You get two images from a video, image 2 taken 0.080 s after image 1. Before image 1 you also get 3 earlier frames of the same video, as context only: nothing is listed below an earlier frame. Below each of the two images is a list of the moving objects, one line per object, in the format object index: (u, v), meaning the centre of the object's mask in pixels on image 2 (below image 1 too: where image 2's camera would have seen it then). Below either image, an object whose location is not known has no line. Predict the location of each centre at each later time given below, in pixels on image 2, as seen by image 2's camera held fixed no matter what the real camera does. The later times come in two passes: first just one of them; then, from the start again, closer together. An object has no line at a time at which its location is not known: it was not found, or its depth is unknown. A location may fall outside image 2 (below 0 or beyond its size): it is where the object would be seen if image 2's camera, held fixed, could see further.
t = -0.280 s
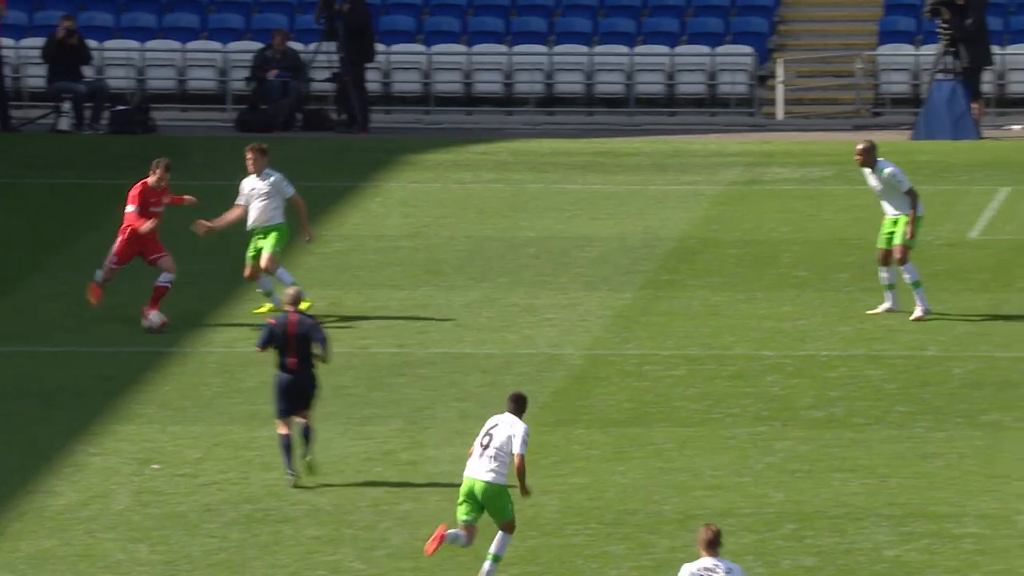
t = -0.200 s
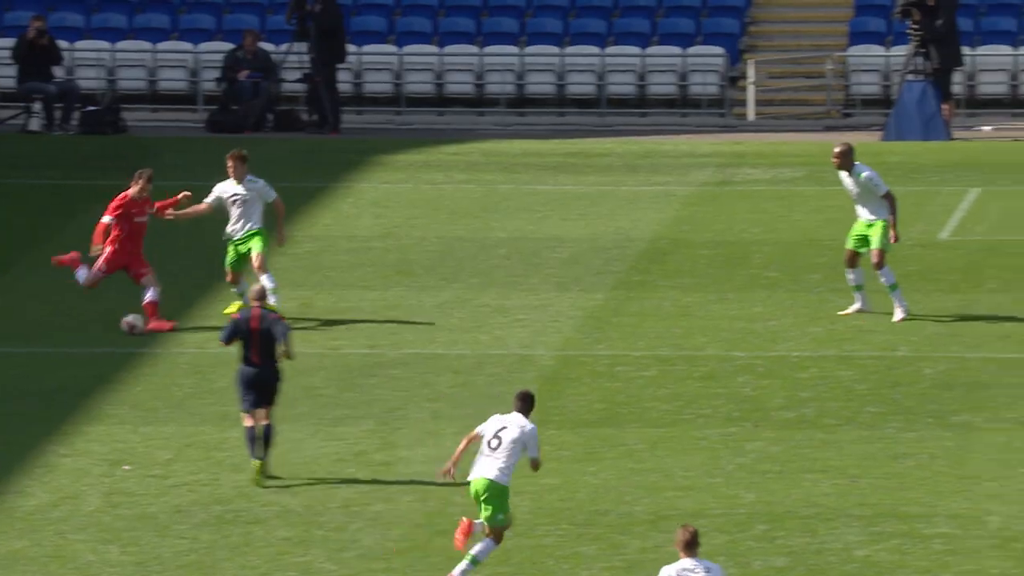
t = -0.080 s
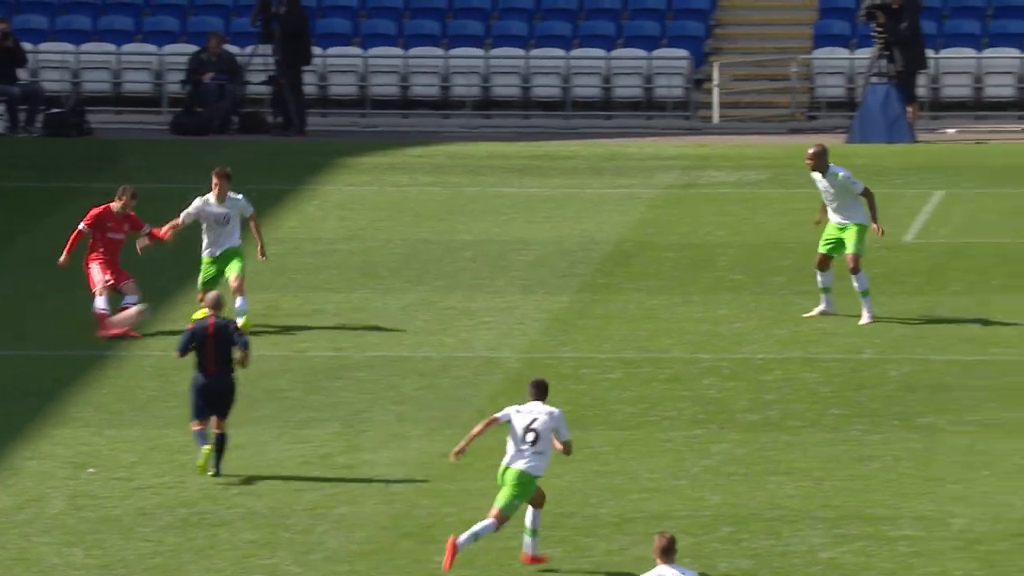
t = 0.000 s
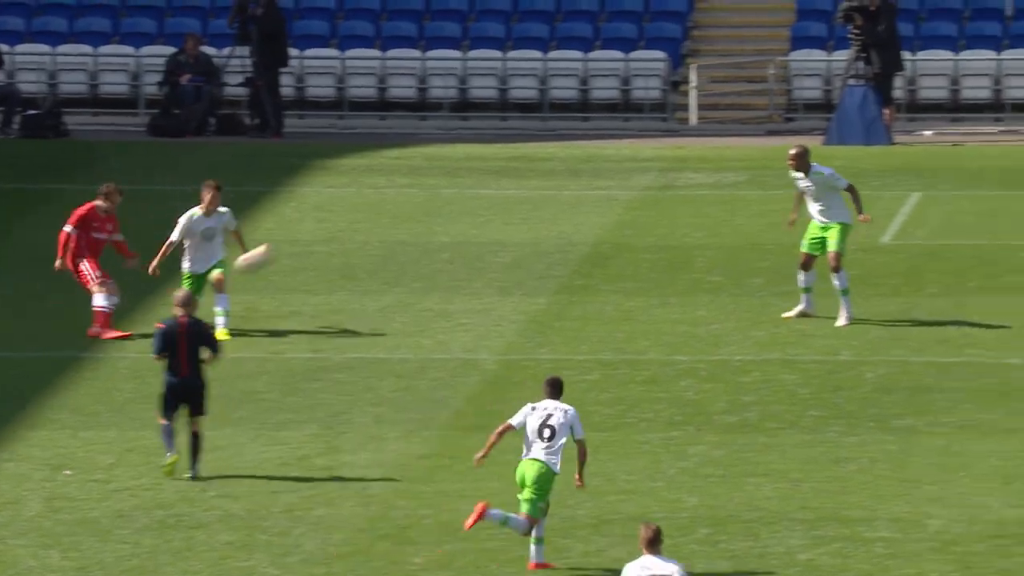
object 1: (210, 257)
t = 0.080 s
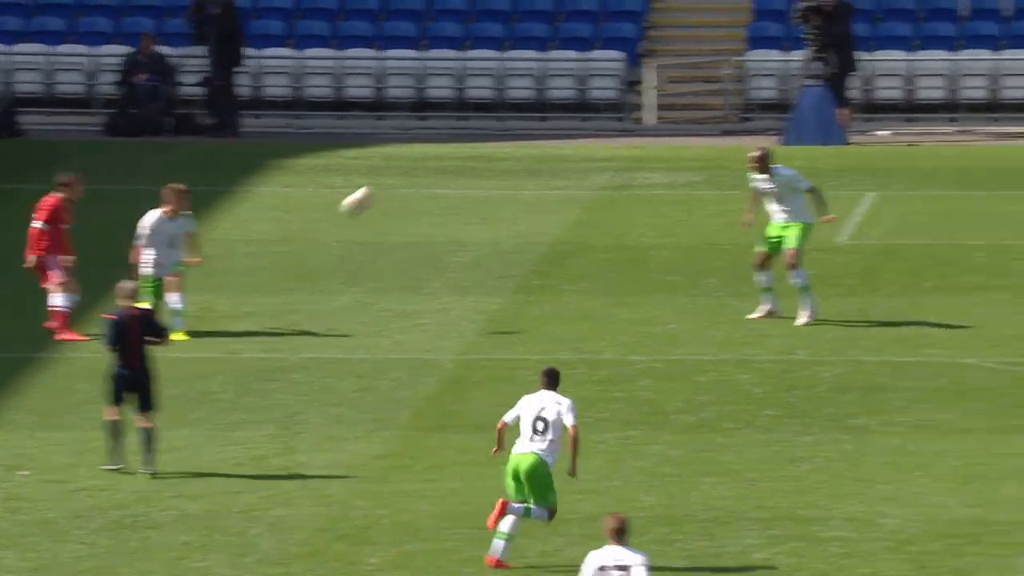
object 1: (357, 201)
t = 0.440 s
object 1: (949, 4)
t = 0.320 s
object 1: (753, 60)
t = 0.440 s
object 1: (949, 4)
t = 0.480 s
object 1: (1013, -14)
